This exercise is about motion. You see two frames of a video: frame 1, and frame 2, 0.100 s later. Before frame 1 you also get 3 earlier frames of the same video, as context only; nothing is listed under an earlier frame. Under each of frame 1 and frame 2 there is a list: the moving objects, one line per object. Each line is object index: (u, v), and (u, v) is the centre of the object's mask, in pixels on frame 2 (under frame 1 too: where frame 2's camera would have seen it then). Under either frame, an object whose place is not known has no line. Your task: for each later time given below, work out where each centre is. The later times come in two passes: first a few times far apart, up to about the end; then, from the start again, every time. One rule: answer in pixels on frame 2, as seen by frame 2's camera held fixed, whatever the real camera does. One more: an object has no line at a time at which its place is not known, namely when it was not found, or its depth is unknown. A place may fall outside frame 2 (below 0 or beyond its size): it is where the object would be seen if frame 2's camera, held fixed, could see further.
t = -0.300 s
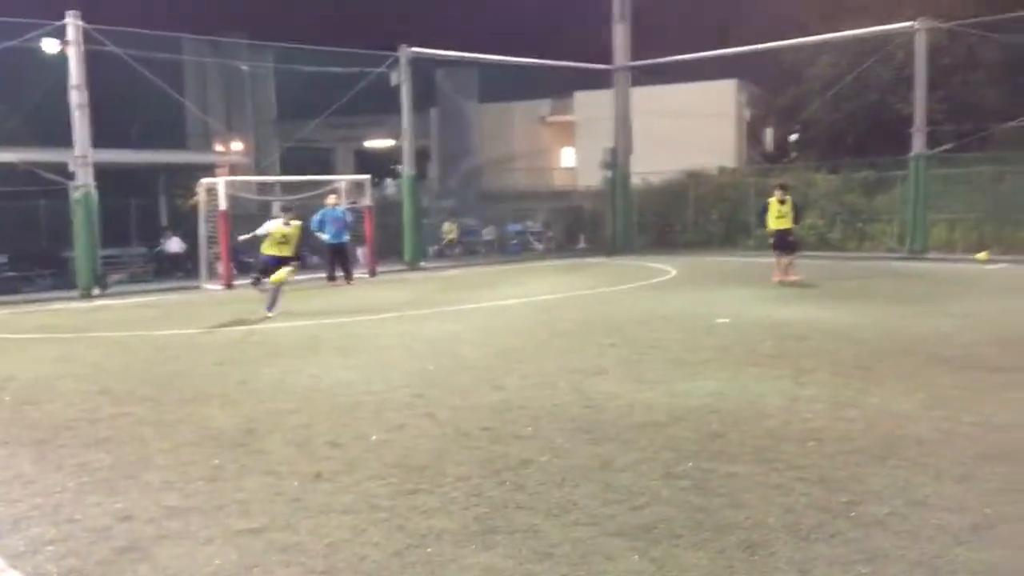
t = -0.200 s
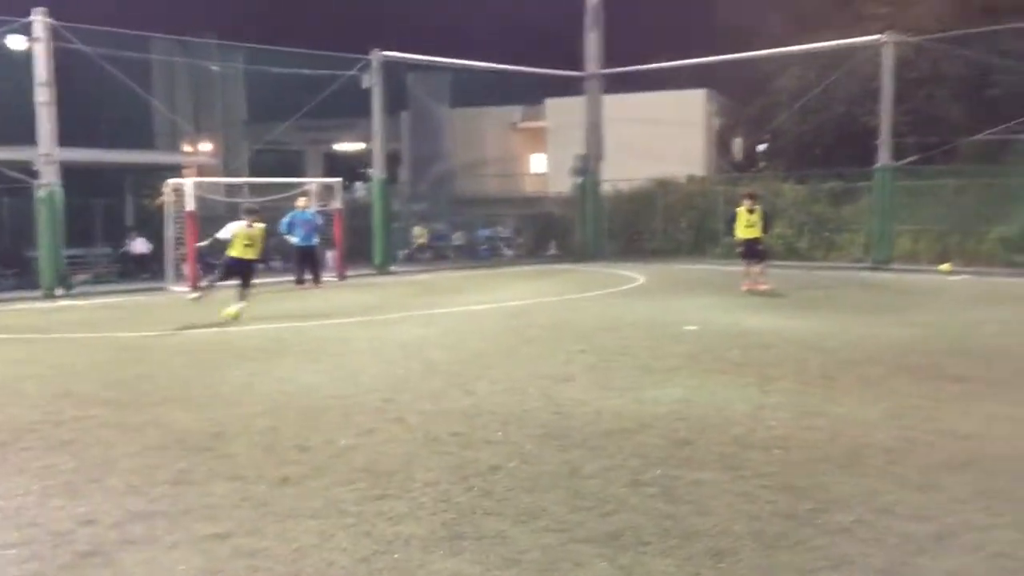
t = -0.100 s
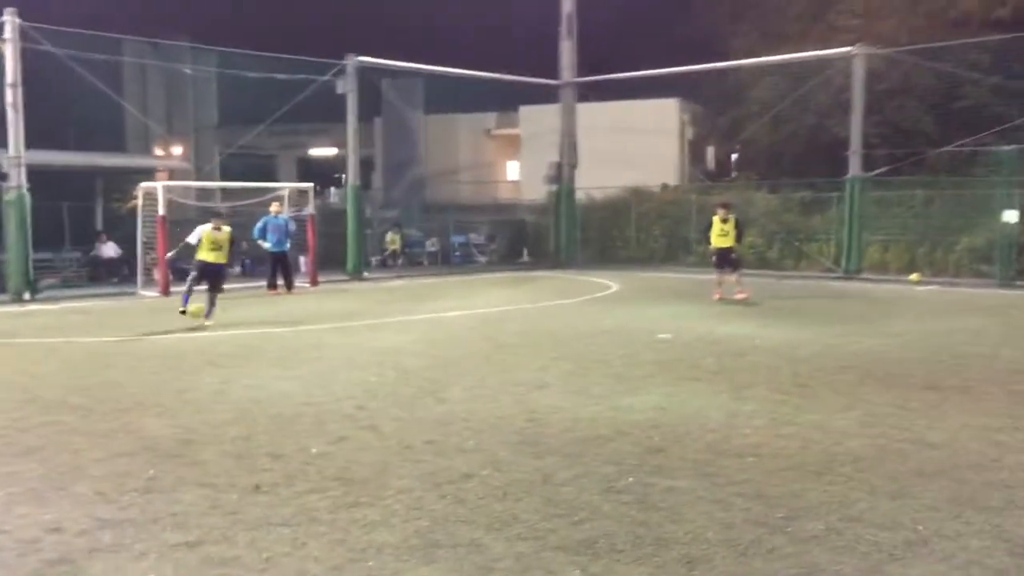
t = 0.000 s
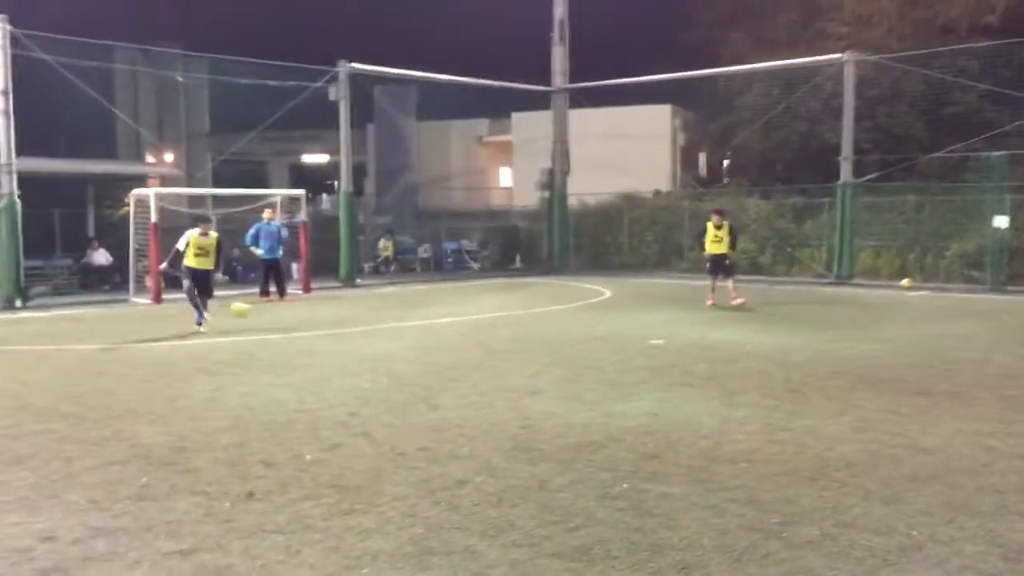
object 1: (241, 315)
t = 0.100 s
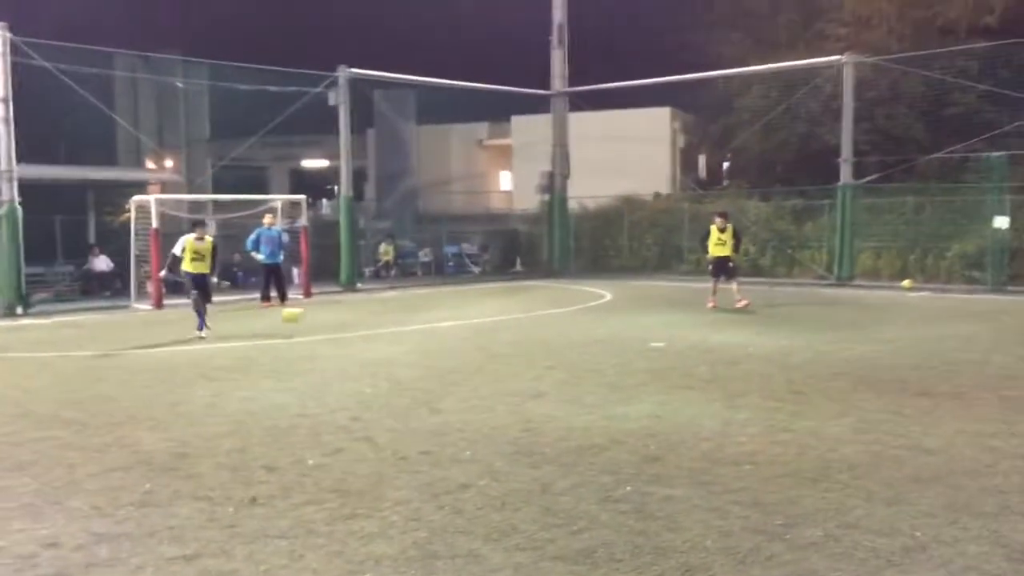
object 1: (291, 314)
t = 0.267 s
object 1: (364, 322)
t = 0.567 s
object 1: (449, 317)
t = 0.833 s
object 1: (505, 315)
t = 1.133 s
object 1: (564, 310)
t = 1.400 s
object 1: (608, 308)
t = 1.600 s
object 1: (637, 305)
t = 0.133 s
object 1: (308, 316)
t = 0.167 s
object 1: (323, 319)
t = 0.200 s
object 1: (339, 322)
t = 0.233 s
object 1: (353, 324)
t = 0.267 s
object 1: (364, 322)
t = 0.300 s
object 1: (374, 320)
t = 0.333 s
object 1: (385, 319)
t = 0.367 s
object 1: (395, 318)
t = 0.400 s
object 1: (406, 318)
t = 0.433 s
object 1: (415, 320)
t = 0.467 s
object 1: (425, 320)
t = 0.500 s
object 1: (433, 319)
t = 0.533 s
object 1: (440, 317)
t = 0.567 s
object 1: (449, 317)
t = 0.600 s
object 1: (456, 317)
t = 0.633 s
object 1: (464, 318)
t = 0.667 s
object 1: (471, 318)
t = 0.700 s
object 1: (478, 317)
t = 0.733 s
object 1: (485, 317)
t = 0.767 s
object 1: (492, 316)
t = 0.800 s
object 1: (499, 316)
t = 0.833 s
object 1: (505, 315)
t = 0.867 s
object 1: (512, 315)
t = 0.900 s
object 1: (518, 315)
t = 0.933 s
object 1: (525, 314)
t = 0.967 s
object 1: (532, 313)
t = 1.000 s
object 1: (539, 313)
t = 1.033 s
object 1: (545, 312)
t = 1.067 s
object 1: (551, 312)
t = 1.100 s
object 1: (557, 311)
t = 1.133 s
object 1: (564, 310)
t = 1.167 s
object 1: (570, 311)
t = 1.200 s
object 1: (575, 310)
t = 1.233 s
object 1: (581, 310)
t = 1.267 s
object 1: (586, 310)
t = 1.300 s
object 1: (592, 309)
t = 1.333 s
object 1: (598, 309)
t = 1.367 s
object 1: (603, 309)
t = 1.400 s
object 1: (608, 308)
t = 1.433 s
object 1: (613, 307)
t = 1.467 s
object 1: (618, 306)
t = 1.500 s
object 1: (623, 306)
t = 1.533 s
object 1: (627, 306)
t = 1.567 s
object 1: (633, 306)
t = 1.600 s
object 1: (637, 305)
